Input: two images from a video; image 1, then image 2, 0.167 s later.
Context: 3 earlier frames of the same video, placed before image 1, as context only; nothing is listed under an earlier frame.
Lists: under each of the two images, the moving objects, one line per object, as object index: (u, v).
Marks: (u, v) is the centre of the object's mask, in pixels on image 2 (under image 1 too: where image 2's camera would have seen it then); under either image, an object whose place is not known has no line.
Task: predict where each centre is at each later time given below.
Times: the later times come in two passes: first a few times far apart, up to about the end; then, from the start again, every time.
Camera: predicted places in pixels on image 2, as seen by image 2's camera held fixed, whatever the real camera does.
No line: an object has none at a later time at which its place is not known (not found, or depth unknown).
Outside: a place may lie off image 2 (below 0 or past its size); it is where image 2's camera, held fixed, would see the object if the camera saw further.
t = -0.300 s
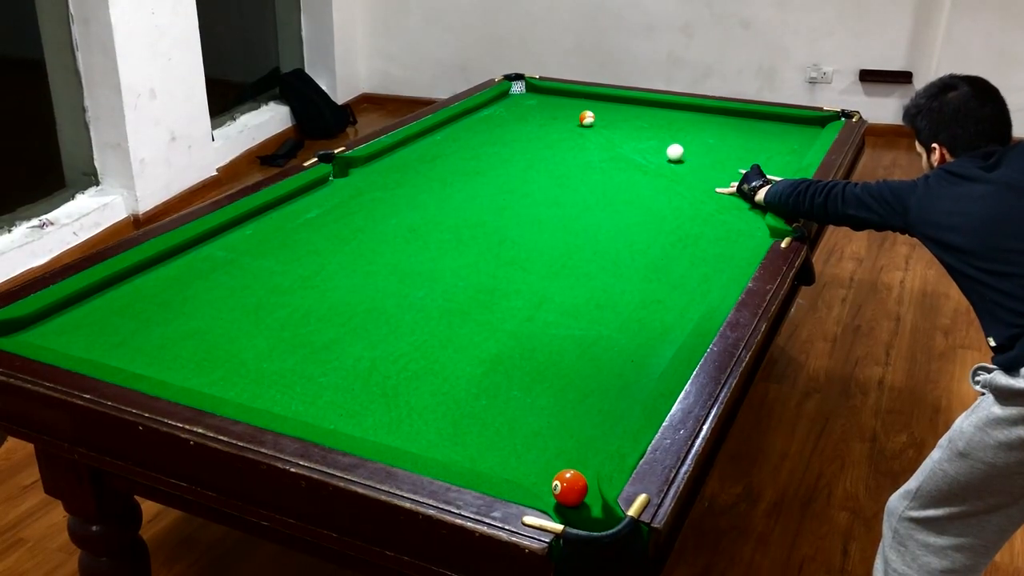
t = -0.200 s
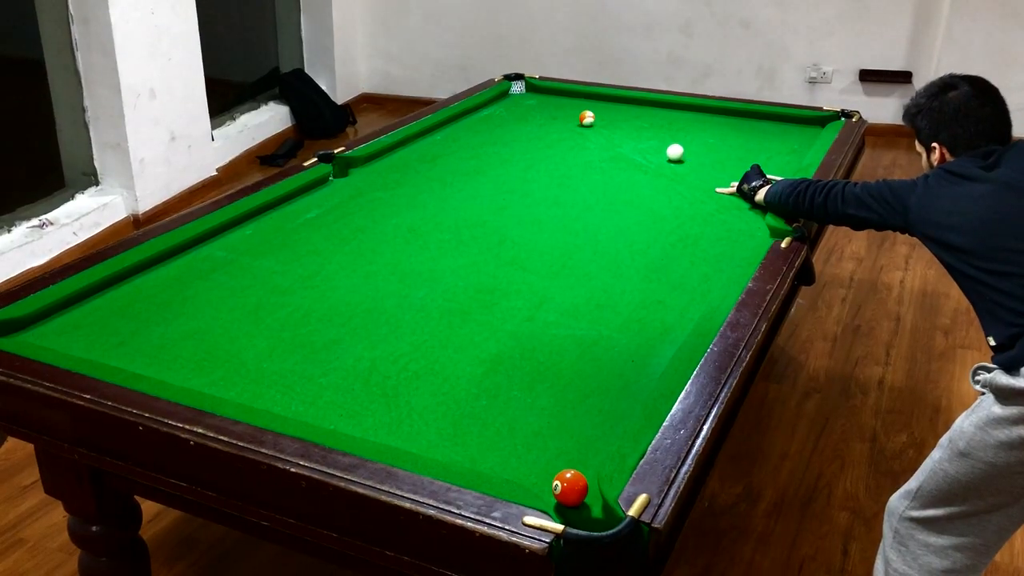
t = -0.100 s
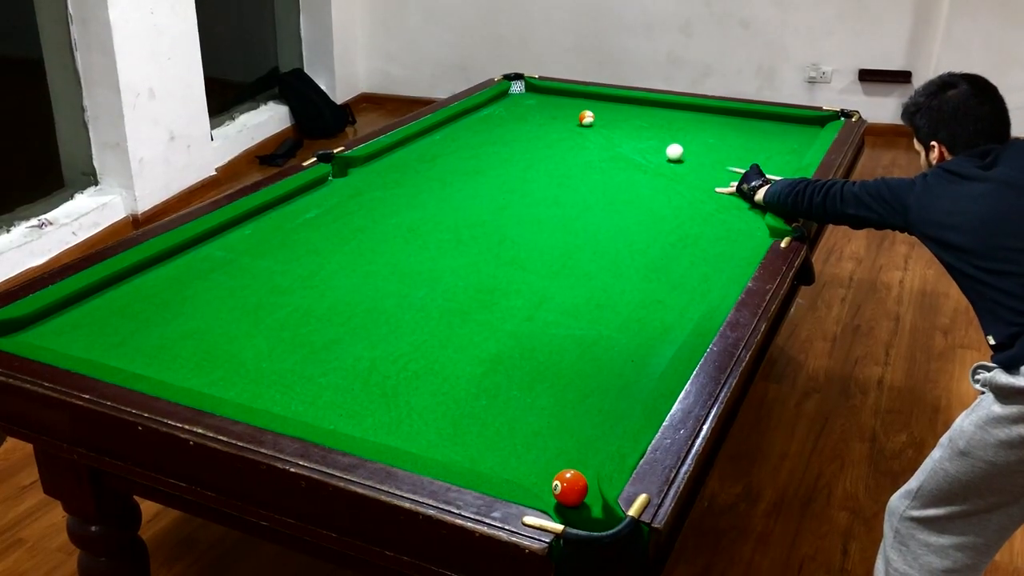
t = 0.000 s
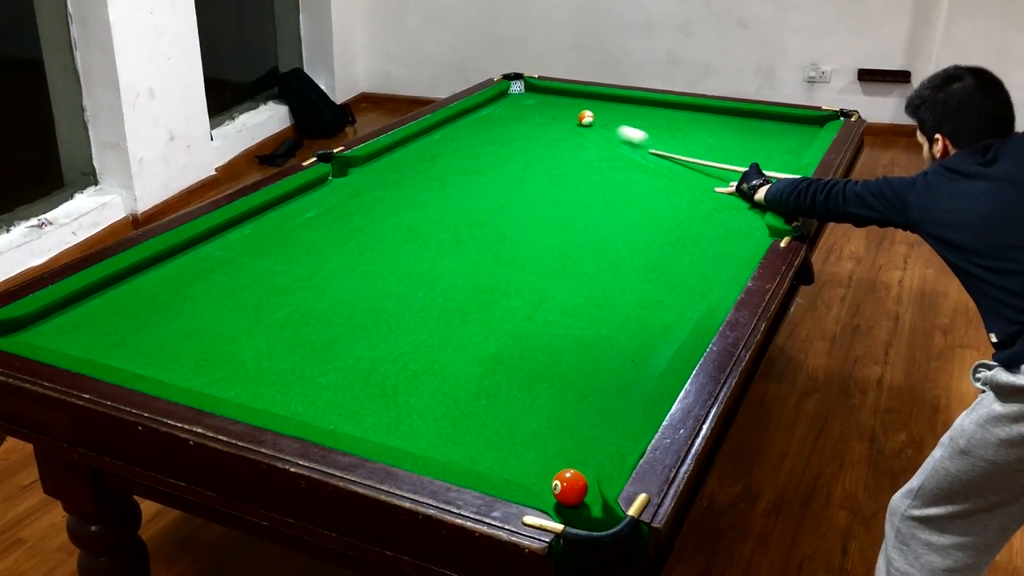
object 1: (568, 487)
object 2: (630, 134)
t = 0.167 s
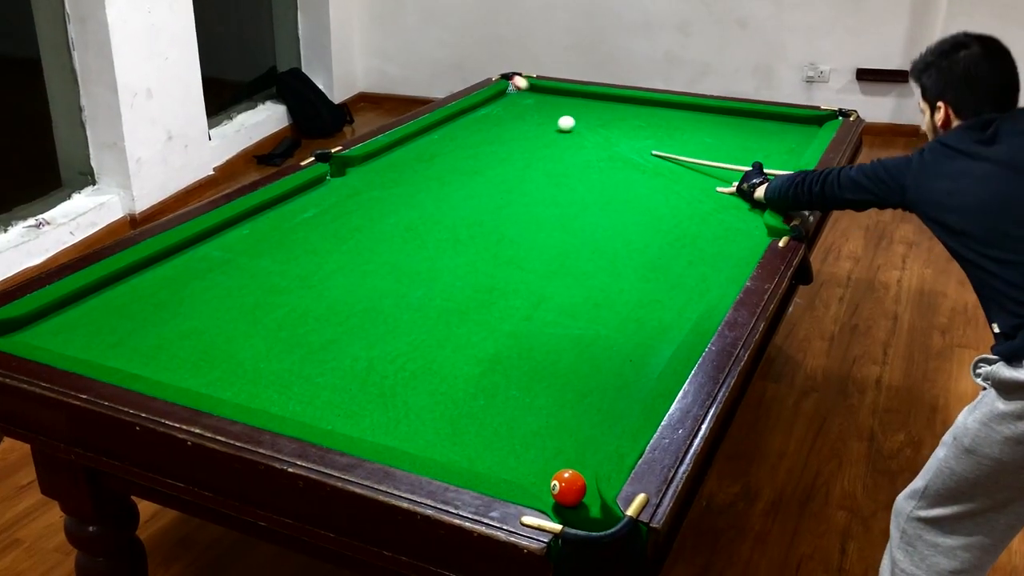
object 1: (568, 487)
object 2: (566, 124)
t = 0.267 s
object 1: (568, 487)
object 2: (552, 128)
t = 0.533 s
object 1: (568, 487)
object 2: (545, 146)
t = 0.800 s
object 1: (568, 487)
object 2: (548, 170)
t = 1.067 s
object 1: (568, 487)
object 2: (552, 195)
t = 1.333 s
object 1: (568, 487)
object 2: (556, 224)
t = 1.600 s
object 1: (568, 487)
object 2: (562, 257)
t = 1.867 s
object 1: (568, 487)
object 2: (567, 294)
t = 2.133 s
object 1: (568, 488)
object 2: (575, 335)
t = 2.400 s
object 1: (568, 488)
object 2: (584, 381)
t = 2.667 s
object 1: (568, 488)
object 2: (595, 433)
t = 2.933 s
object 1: (567, 488)
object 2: (563, 462)
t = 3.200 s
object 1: (573, 511)
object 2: (522, 470)
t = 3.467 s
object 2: (493, 465)
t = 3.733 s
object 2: (485, 459)
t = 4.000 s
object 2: (480, 453)
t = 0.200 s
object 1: (568, 487)
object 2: (561, 125)
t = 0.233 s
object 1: (568, 487)
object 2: (556, 126)
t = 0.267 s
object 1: (568, 487)
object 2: (552, 128)
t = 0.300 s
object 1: (568, 487)
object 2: (549, 129)
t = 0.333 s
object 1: (568, 487)
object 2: (547, 131)
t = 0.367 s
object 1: (568, 487)
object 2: (545, 133)
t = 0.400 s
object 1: (568, 487)
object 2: (544, 136)
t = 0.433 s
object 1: (568, 487)
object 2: (544, 138)
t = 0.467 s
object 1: (568, 487)
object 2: (544, 141)
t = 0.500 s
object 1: (568, 487)
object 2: (544, 143)
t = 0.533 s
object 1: (568, 487)
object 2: (545, 146)
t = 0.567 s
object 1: (568, 487)
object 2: (545, 149)
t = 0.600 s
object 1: (568, 487)
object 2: (546, 152)
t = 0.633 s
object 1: (568, 487)
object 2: (546, 155)
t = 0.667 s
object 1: (568, 487)
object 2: (546, 158)
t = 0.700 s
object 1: (568, 487)
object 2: (547, 161)
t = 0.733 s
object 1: (568, 487)
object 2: (547, 163)
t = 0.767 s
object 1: (568, 487)
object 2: (548, 167)
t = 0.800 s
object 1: (568, 487)
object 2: (548, 170)
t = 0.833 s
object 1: (568, 487)
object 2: (549, 172)
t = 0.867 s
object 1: (568, 487)
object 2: (549, 176)
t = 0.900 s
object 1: (568, 487)
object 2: (550, 179)
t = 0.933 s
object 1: (568, 487)
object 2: (550, 182)
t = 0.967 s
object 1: (568, 487)
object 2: (550, 185)
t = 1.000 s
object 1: (568, 487)
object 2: (551, 189)
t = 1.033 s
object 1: (568, 487)
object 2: (551, 192)
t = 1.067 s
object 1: (568, 487)
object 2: (552, 195)
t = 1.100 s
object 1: (568, 487)
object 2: (552, 199)
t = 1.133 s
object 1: (568, 487)
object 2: (553, 202)
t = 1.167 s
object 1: (568, 487)
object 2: (553, 206)
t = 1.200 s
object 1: (568, 487)
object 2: (554, 210)
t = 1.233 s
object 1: (568, 487)
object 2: (555, 213)
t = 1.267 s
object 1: (568, 487)
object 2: (555, 217)
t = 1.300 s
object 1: (568, 487)
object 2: (556, 221)
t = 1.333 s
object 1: (568, 487)
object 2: (556, 224)
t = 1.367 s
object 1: (568, 487)
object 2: (557, 228)
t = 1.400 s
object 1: (568, 487)
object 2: (558, 232)
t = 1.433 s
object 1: (568, 487)
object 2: (558, 236)
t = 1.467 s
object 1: (568, 487)
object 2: (559, 240)
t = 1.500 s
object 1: (568, 487)
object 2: (559, 244)
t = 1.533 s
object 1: (568, 487)
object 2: (560, 248)
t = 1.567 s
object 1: (568, 487)
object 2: (561, 253)
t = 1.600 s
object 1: (568, 487)
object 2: (562, 257)
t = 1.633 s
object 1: (568, 487)
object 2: (562, 261)
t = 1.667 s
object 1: (568, 487)
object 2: (563, 266)
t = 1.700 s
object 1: (568, 487)
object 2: (564, 270)
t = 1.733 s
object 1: (568, 487)
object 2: (564, 275)
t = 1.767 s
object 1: (568, 487)
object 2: (565, 279)
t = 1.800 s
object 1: (568, 487)
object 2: (566, 284)
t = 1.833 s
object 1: (568, 487)
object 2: (566, 289)
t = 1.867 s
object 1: (568, 487)
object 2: (567, 294)
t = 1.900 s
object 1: (568, 487)
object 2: (568, 299)
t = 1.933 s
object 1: (568, 487)
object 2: (569, 303)
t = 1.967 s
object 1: (568, 488)
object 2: (569, 309)
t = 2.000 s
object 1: (568, 488)
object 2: (570, 314)
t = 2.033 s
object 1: (568, 488)
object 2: (571, 319)
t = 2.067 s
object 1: (568, 488)
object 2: (573, 324)
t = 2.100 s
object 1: (568, 487)
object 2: (574, 329)
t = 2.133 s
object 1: (568, 488)
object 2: (575, 335)
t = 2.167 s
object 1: (568, 488)
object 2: (576, 341)
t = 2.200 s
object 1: (568, 487)
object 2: (577, 345)
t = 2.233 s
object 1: (568, 488)
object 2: (578, 351)
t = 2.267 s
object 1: (568, 487)
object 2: (579, 357)
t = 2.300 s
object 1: (568, 488)
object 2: (580, 363)
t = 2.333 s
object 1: (568, 487)
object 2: (582, 369)
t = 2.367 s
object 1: (568, 488)
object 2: (583, 374)
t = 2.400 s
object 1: (568, 488)
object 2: (584, 381)
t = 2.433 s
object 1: (568, 488)
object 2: (585, 387)
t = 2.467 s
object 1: (568, 488)
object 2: (587, 393)
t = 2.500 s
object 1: (568, 488)
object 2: (588, 399)
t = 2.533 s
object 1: (568, 488)
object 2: (590, 406)
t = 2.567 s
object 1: (568, 488)
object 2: (591, 412)
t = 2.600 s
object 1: (568, 488)
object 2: (592, 419)
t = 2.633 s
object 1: (568, 488)
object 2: (594, 426)
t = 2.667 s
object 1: (568, 488)
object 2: (595, 433)
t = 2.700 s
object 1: (568, 488)
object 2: (596, 439)
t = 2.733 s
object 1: (568, 488)
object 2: (595, 445)
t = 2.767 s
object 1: (567, 488)
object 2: (590, 449)
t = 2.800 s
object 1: (568, 488)
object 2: (585, 453)
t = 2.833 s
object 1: (568, 488)
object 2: (580, 456)
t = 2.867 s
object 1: (567, 488)
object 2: (575, 458)
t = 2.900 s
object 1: (568, 488)
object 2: (569, 460)
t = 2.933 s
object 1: (567, 488)
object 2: (563, 462)
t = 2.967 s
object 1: (568, 492)
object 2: (557, 464)
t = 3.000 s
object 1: (568, 494)
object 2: (551, 466)
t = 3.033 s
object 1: (568, 496)
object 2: (547, 467)
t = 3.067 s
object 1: (569, 499)
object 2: (542, 469)
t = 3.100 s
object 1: (570, 501)
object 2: (536, 470)
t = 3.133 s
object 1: (570, 503)
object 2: (531, 470)
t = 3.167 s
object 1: (571, 507)
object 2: (526, 470)
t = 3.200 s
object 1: (573, 511)
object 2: (522, 470)
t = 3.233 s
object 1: (575, 516)
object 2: (517, 470)
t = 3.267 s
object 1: (577, 524)
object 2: (512, 469)
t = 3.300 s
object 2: (508, 469)
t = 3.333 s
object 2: (503, 468)
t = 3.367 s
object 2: (499, 468)
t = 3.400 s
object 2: (496, 467)
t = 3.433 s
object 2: (495, 466)
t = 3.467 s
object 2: (493, 465)
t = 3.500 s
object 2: (492, 465)
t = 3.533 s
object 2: (491, 464)
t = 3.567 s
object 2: (489, 463)
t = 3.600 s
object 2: (488, 462)
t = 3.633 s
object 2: (488, 461)
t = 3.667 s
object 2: (487, 460)
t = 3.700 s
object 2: (486, 460)
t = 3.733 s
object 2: (485, 459)
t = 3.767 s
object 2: (485, 459)
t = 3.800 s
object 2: (484, 458)
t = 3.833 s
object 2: (484, 457)
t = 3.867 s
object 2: (483, 456)
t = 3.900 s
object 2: (482, 455)
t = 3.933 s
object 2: (481, 455)
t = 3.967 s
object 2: (481, 454)
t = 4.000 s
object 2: (480, 453)
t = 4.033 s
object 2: (479, 453)
